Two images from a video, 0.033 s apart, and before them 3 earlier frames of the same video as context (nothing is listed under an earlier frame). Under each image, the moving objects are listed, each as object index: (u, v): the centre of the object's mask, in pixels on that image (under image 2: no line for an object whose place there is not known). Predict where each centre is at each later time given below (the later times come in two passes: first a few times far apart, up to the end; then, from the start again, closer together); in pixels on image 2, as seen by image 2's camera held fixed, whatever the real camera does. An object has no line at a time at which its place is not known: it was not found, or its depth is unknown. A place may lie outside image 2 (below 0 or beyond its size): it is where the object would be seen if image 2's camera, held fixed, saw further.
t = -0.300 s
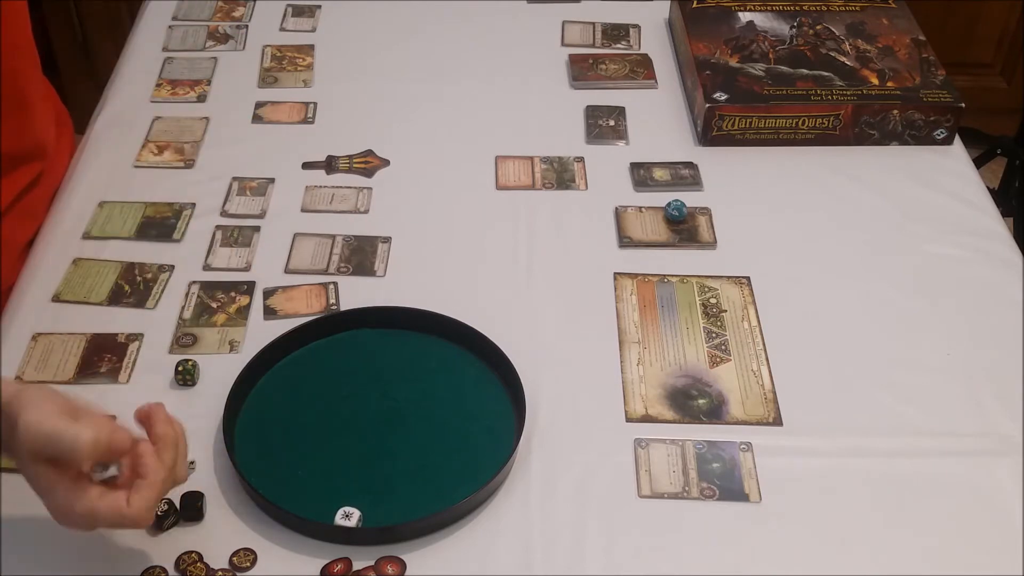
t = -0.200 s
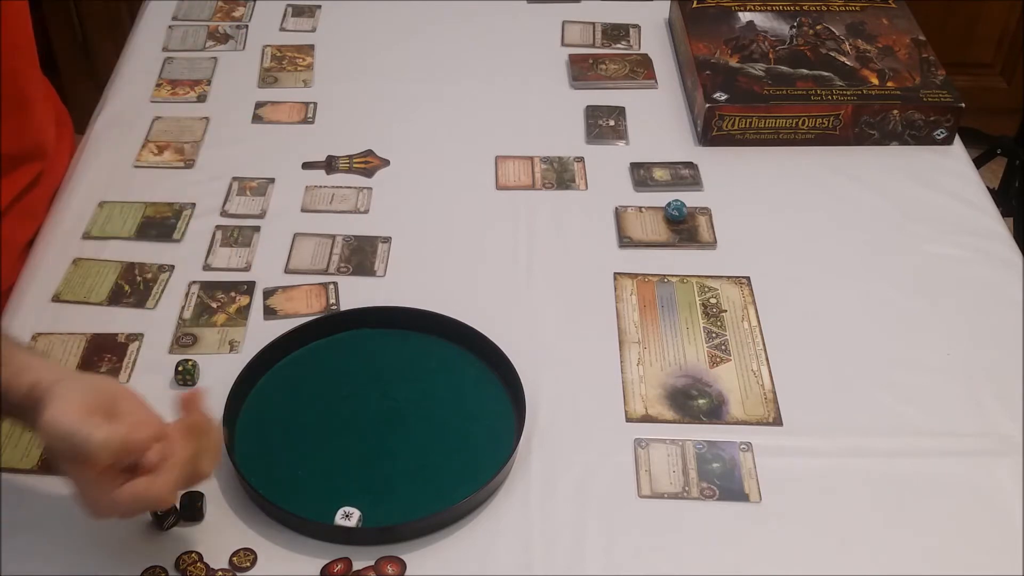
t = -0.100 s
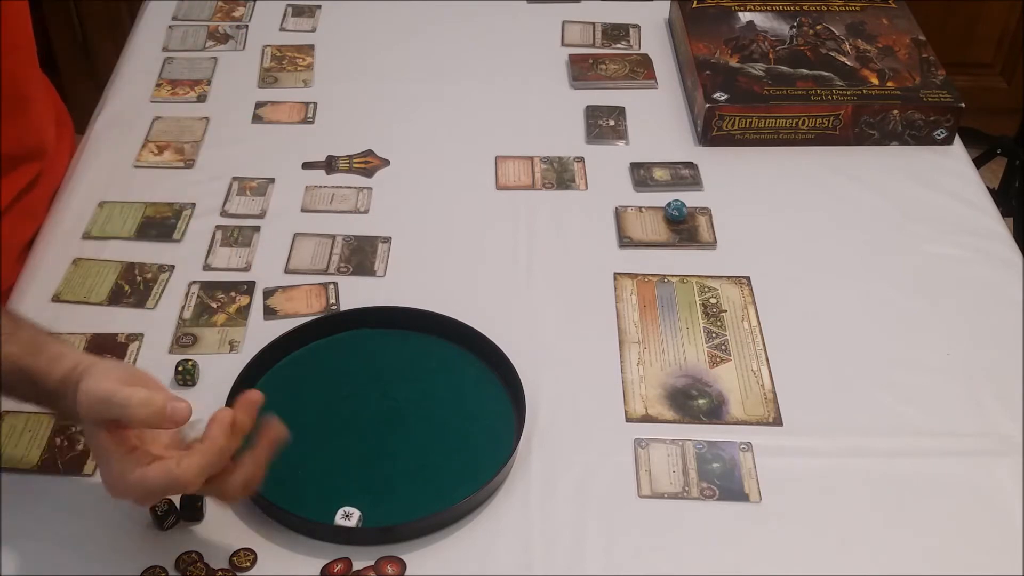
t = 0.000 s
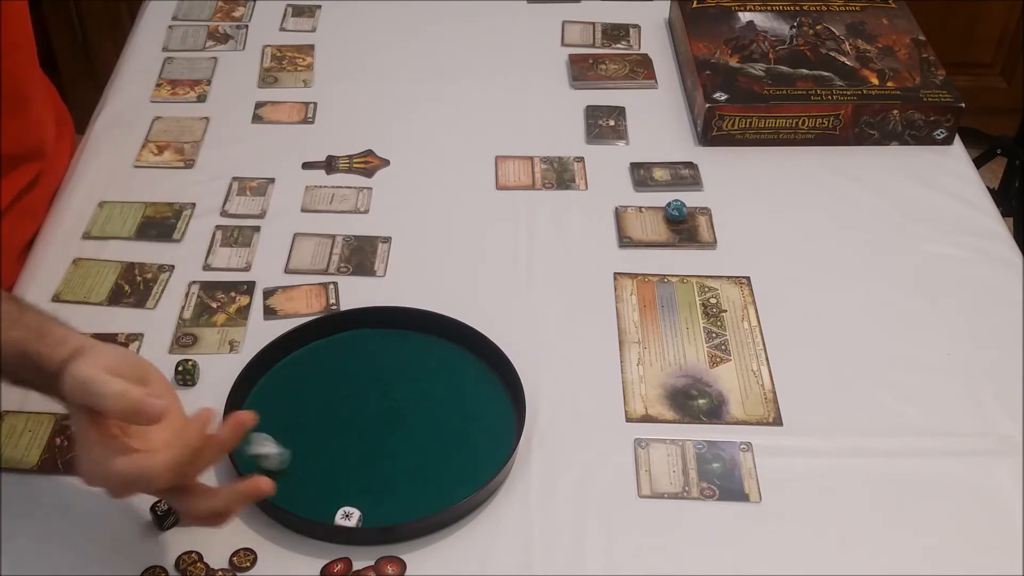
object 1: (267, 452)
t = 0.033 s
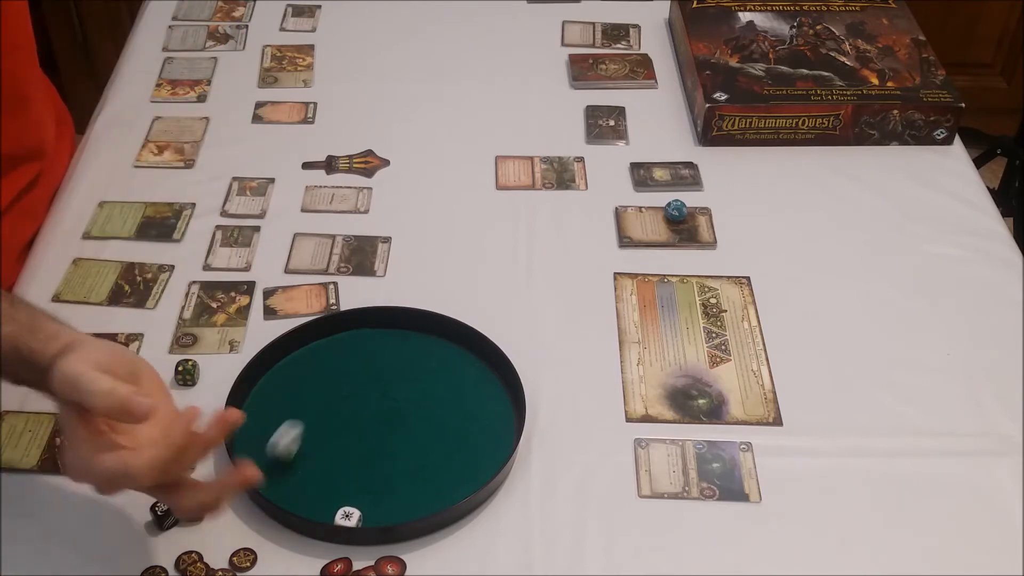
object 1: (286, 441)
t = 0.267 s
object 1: (405, 415)
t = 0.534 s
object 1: (481, 411)
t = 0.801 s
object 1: (494, 414)
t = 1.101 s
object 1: (494, 414)
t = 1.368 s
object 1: (494, 414)
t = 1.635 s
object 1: (494, 414)
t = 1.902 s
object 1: (494, 414)
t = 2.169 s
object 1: (494, 414)
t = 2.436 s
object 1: (494, 414)
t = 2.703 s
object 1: (494, 414)
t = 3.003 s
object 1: (494, 414)
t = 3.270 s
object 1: (494, 414)
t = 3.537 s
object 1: (494, 414)
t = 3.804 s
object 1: (494, 414)
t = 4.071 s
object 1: (494, 414)
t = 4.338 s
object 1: (494, 414)
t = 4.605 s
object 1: (494, 414)
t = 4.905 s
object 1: (494, 414)
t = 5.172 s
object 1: (494, 414)
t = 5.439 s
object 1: (494, 414)
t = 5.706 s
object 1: (494, 414)
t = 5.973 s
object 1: (494, 414)
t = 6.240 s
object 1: (494, 414)
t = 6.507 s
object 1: (494, 414)
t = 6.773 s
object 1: (494, 414)
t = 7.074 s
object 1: (494, 414)
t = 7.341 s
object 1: (494, 414)
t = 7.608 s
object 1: (494, 414)
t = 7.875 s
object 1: (494, 414)
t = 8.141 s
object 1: (494, 414)
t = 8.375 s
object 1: (494, 414)
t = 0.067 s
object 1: (305, 424)
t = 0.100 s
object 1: (322, 417)
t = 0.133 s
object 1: (341, 420)
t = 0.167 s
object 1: (360, 417)
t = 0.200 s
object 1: (378, 416)
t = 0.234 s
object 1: (393, 414)
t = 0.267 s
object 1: (405, 415)
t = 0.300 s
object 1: (421, 415)
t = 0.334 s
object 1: (433, 415)
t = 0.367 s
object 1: (444, 415)
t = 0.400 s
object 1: (453, 413)
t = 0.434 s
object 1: (460, 411)
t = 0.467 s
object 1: (467, 410)
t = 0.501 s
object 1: (477, 411)
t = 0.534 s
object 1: (481, 411)
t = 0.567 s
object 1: (483, 412)
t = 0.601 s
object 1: (486, 412)
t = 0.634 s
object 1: (489, 413)
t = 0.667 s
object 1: (495, 414)
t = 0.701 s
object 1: (497, 413)
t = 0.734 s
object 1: (494, 414)
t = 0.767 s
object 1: (493, 414)
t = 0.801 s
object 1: (494, 414)
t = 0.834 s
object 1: (493, 414)
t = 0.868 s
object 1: (494, 414)
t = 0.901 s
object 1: (494, 414)
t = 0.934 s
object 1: (494, 414)
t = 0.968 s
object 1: (494, 414)
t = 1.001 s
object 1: (494, 414)
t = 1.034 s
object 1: (494, 414)
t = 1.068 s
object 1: (494, 414)
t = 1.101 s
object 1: (494, 414)
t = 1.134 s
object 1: (494, 414)
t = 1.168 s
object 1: (494, 414)
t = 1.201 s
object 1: (494, 414)
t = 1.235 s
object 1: (494, 414)
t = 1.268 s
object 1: (494, 414)
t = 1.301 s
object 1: (494, 414)
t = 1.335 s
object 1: (494, 414)
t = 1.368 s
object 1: (494, 414)
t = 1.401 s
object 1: (494, 414)
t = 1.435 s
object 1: (494, 414)
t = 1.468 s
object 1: (494, 414)
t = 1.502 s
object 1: (494, 414)
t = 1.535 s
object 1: (494, 414)
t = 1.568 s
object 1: (494, 414)
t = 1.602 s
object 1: (494, 414)
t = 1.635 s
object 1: (494, 414)
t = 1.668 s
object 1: (494, 414)
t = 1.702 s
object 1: (494, 414)
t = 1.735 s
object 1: (494, 414)
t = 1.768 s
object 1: (494, 414)
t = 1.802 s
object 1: (494, 414)
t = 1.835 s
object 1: (494, 414)
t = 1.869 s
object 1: (494, 414)
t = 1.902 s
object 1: (494, 414)
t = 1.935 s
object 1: (494, 414)
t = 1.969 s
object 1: (494, 414)
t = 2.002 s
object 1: (494, 414)
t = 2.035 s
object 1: (494, 414)
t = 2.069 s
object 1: (494, 414)
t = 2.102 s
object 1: (494, 414)
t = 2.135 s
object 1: (494, 414)
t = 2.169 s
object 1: (494, 414)
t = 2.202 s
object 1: (494, 414)
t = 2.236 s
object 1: (494, 414)
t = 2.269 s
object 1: (494, 414)
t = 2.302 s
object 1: (494, 414)
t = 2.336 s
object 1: (494, 415)
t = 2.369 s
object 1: (494, 414)
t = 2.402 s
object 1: (494, 414)
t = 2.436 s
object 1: (494, 414)
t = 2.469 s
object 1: (494, 414)
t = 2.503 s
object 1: (494, 414)
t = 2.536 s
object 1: (494, 414)
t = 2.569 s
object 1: (494, 414)
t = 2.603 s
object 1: (494, 414)
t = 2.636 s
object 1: (494, 414)
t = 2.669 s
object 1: (494, 414)
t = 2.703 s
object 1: (494, 414)
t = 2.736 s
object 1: (494, 414)
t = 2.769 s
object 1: (494, 414)
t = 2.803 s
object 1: (494, 414)
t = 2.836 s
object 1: (494, 414)
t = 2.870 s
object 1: (494, 414)
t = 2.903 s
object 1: (494, 414)
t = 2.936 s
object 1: (494, 414)
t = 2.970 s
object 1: (494, 414)
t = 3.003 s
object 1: (494, 414)
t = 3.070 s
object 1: (494, 414)
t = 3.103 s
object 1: (494, 414)
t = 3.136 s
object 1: (494, 414)
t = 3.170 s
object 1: (494, 414)
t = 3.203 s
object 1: (494, 414)
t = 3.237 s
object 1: (494, 414)
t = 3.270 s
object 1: (494, 414)
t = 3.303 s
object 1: (494, 414)
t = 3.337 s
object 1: (494, 414)
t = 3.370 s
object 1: (494, 414)
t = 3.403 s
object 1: (494, 414)
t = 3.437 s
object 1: (494, 414)
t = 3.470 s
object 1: (494, 414)
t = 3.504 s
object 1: (494, 414)
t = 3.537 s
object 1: (494, 414)
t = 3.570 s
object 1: (494, 414)
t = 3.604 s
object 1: (494, 414)
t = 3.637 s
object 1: (494, 414)
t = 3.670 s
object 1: (494, 414)
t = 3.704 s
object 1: (494, 414)
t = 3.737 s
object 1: (494, 414)
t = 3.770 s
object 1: (494, 414)
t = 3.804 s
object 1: (494, 414)
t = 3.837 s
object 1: (494, 414)
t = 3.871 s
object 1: (494, 414)
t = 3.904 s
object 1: (494, 414)
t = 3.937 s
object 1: (494, 414)
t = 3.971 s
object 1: (494, 414)
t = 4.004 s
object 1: (494, 414)
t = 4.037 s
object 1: (494, 414)
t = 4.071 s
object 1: (494, 414)
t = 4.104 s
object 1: (494, 414)
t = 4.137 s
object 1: (494, 414)
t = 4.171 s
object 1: (494, 414)
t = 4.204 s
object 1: (494, 414)
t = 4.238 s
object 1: (494, 414)
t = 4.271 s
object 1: (494, 414)
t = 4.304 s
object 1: (494, 414)
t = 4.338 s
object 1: (494, 414)
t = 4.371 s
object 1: (494, 414)
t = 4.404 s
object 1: (494, 414)
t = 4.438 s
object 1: (494, 414)
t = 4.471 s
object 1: (494, 414)
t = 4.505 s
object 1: (494, 414)
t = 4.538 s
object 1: (494, 414)
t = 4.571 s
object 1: (494, 414)
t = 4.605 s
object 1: (494, 414)
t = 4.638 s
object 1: (494, 414)
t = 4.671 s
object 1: (494, 414)
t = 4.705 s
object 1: (494, 414)
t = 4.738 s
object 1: (494, 414)
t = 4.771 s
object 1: (494, 414)
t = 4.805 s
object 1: (494, 414)
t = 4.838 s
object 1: (494, 414)
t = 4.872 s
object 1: (494, 414)
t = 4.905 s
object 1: (494, 414)
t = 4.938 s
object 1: (494, 414)
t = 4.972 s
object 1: (494, 414)
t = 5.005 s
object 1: (494, 414)
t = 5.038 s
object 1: (494, 414)
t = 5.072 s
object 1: (494, 414)
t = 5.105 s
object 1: (494, 414)
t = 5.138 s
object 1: (494, 414)
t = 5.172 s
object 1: (494, 414)
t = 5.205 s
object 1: (494, 414)
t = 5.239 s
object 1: (494, 414)
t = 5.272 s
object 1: (494, 414)
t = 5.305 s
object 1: (494, 414)
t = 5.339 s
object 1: (494, 414)
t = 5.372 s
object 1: (494, 414)
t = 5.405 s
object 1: (494, 414)
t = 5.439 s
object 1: (494, 414)
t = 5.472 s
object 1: (494, 414)
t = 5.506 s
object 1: (494, 414)
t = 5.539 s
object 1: (494, 414)
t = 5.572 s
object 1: (494, 414)
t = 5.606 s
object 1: (494, 414)
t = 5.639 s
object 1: (494, 414)
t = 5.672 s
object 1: (494, 414)
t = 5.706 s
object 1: (494, 414)
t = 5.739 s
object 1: (494, 414)
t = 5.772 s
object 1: (494, 414)
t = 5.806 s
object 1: (494, 414)
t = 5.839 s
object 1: (494, 414)
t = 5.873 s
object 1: (494, 414)
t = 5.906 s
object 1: (494, 414)
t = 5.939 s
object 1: (494, 414)
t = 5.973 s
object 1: (494, 414)
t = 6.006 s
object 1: (494, 414)
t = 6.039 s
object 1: (494, 414)
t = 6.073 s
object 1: (494, 414)
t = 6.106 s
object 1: (494, 414)
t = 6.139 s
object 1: (494, 414)
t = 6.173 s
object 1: (494, 414)
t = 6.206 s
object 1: (494, 414)
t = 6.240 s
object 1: (494, 414)
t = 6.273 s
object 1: (494, 414)
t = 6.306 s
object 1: (494, 414)
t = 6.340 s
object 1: (494, 414)
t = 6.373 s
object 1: (494, 414)
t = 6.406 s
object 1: (494, 414)
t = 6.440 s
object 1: (494, 414)
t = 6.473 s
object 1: (494, 414)
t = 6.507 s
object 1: (494, 414)
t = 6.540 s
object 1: (494, 414)
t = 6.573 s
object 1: (494, 414)
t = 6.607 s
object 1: (494, 414)
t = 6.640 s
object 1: (494, 414)
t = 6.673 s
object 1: (494, 415)
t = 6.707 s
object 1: (494, 415)
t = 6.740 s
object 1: (494, 414)
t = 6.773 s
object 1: (494, 414)
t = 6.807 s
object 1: (494, 414)
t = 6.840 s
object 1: (494, 414)
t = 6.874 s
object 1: (494, 414)
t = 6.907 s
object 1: (494, 414)
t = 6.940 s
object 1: (494, 414)
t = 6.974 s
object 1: (494, 414)
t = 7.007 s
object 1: (494, 414)
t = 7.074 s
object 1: (494, 414)
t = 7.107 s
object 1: (494, 414)
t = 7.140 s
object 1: (494, 414)
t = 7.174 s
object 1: (494, 414)
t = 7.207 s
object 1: (494, 414)
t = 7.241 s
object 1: (494, 414)
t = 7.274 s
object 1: (494, 414)
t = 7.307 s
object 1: (494, 414)
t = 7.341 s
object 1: (494, 414)
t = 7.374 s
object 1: (494, 414)
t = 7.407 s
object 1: (494, 414)
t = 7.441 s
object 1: (494, 414)
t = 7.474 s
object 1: (494, 414)
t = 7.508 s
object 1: (494, 414)
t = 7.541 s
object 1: (494, 414)
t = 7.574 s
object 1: (494, 414)
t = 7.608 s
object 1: (494, 414)
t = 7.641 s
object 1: (494, 414)
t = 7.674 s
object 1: (494, 414)
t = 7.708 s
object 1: (494, 414)
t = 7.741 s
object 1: (494, 414)
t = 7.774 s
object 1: (494, 414)
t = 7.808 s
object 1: (494, 414)
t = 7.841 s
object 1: (494, 414)
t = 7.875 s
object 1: (494, 414)
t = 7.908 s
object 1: (494, 414)
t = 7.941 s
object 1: (494, 414)
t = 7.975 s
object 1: (494, 414)
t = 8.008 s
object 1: (494, 414)
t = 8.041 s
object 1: (494, 414)
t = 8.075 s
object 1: (494, 414)
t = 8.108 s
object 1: (494, 414)
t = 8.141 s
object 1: (494, 414)
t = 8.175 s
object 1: (494, 414)
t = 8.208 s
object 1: (494, 414)
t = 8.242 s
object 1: (494, 414)
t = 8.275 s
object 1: (494, 414)
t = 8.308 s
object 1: (494, 414)
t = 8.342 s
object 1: (494, 414)
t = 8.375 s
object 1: (494, 414)
